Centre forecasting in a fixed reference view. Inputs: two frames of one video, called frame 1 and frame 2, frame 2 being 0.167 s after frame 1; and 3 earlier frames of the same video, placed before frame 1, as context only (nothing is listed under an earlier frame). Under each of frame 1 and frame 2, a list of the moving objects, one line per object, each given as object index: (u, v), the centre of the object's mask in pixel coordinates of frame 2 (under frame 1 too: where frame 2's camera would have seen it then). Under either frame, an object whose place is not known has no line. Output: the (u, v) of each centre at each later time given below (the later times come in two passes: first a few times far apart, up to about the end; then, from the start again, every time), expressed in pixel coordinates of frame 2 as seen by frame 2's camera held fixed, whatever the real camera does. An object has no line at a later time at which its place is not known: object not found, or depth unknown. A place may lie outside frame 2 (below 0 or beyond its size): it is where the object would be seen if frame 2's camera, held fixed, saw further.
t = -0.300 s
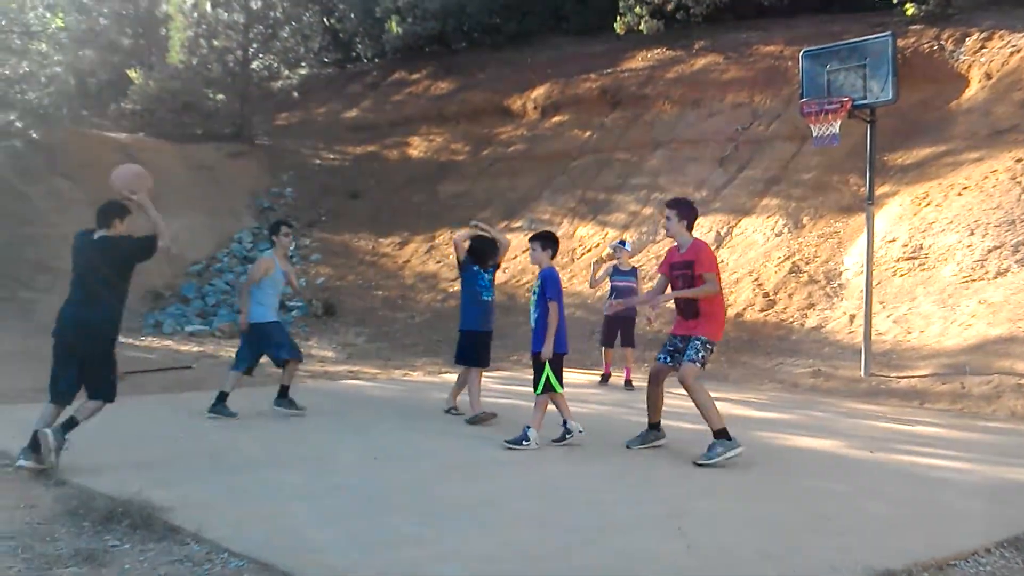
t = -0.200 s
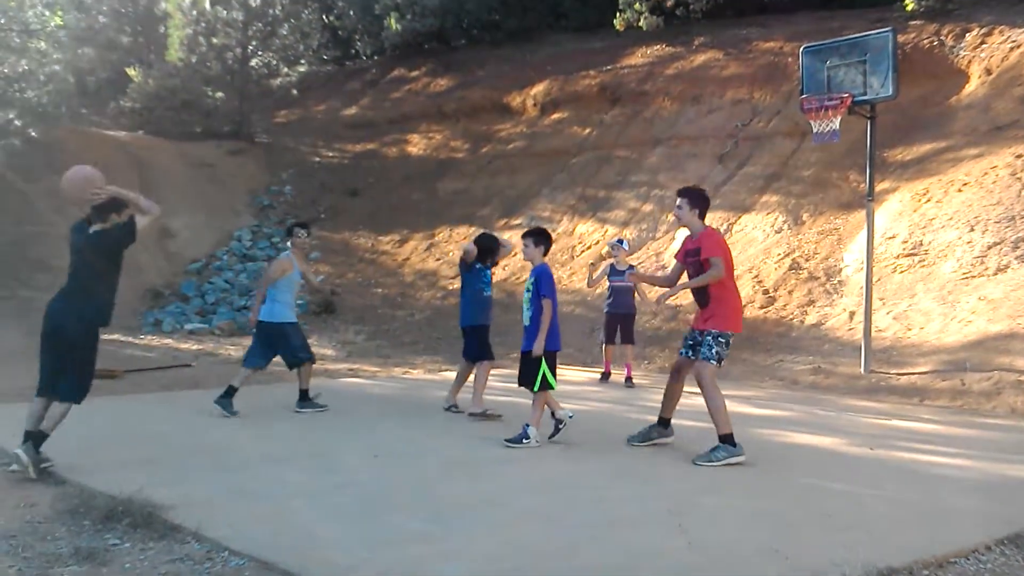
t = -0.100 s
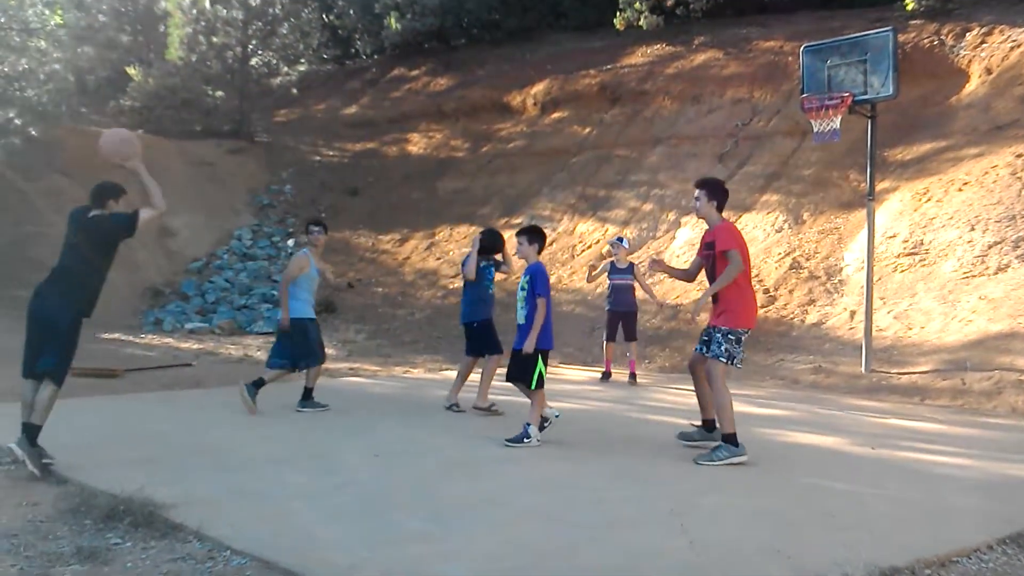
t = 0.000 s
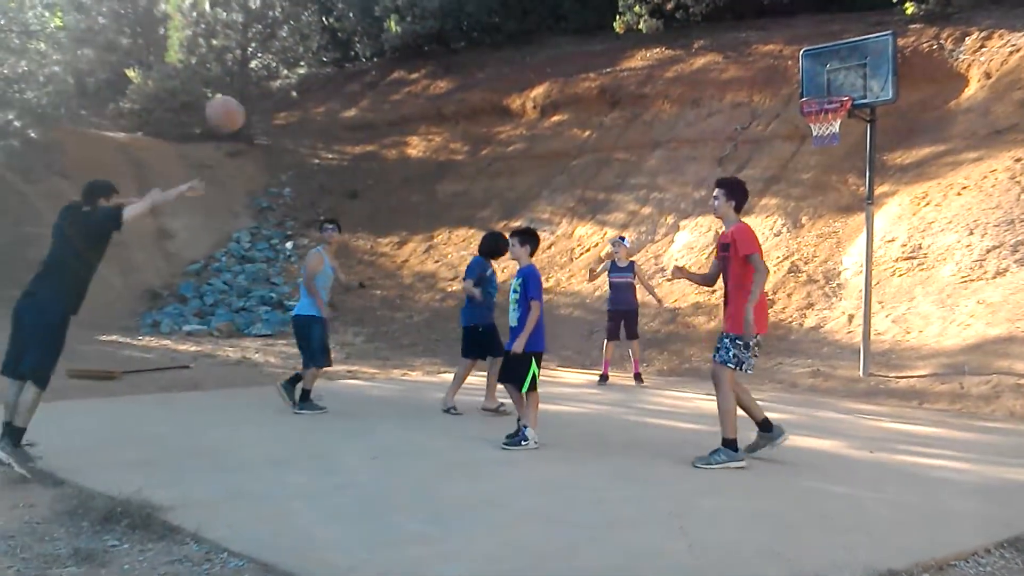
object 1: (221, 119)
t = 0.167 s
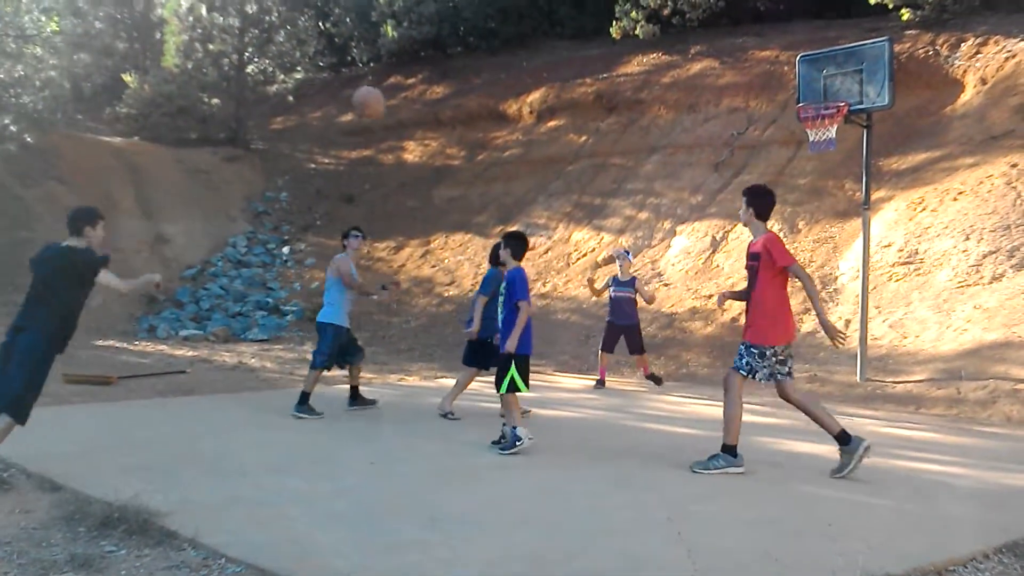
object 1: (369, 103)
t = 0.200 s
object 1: (394, 104)
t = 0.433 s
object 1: (536, 149)
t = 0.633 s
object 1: (625, 222)
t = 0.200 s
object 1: (394, 104)
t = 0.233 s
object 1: (418, 107)
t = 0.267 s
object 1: (440, 112)
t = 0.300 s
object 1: (461, 117)
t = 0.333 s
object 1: (481, 123)
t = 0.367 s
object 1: (500, 132)
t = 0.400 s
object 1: (519, 140)
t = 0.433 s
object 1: (536, 149)
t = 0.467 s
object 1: (553, 159)
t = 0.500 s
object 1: (568, 170)
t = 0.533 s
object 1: (583, 181)
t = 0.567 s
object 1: (598, 195)
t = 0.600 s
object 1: (611, 208)
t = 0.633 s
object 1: (625, 222)
